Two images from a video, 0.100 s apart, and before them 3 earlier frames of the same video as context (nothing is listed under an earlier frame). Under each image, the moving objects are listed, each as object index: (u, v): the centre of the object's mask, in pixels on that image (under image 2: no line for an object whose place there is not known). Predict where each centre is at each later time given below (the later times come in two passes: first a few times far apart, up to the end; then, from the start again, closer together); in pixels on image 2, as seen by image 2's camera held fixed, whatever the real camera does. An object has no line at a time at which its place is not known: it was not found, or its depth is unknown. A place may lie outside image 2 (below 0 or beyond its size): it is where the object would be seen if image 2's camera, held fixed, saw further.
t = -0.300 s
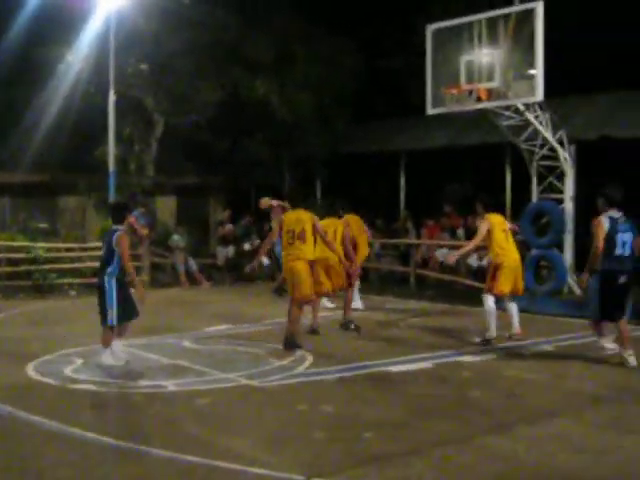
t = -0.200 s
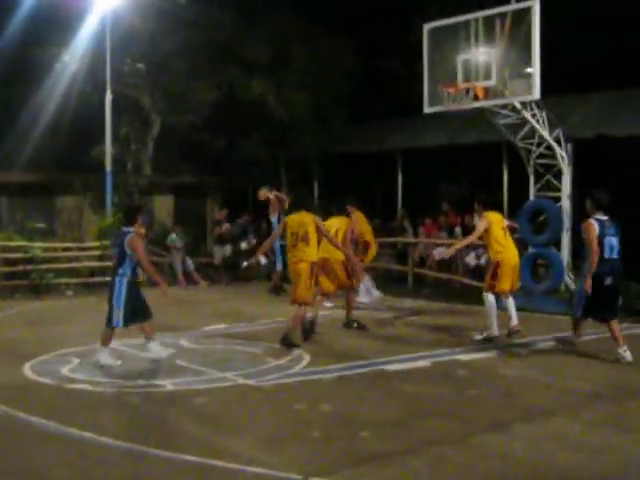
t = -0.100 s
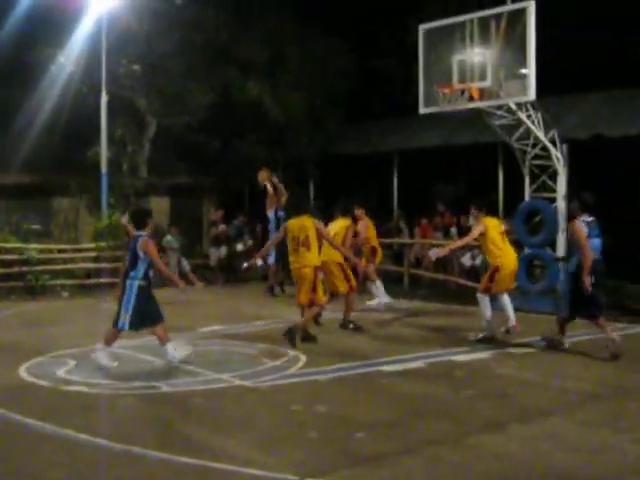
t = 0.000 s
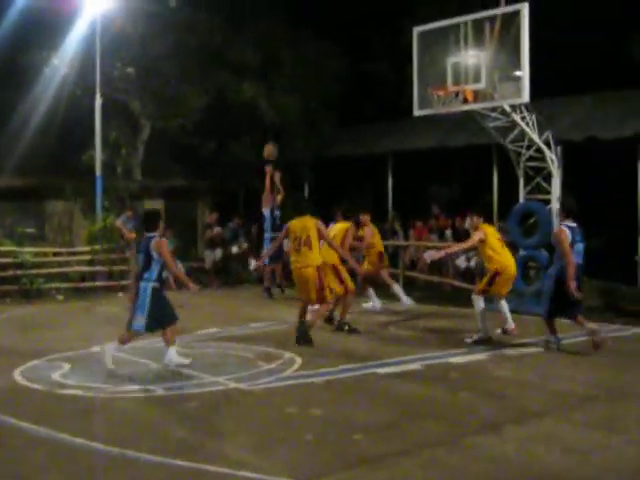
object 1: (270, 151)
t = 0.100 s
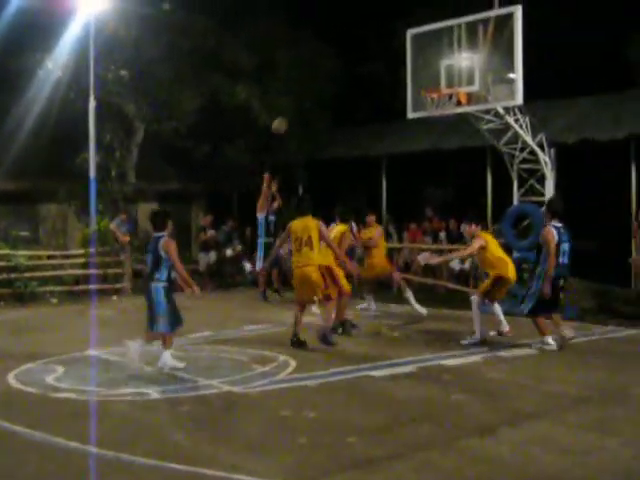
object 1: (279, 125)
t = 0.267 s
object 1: (306, 88)
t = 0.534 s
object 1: (355, 61)
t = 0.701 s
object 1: (389, 66)
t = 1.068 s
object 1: (386, 97)
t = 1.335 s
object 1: (344, 143)
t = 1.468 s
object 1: (326, 181)
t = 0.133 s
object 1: (284, 117)
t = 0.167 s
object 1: (290, 108)
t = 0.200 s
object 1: (295, 102)
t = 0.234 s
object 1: (301, 95)
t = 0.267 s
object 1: (306, 88)
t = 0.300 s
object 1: (312, 83)
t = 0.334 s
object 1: (317, 77)
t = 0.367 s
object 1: (323, 73)
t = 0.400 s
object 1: (329, 69)
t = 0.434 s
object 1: (335, 66)
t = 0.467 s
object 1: (342, 64)
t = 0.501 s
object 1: (348, 62)
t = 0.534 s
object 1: (355, 61)
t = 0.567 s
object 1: (362, 60)
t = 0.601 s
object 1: (368, 61)
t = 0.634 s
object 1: (375, 62)
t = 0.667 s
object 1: (382, 63)
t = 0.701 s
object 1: (389, 66)
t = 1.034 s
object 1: (392, 94)
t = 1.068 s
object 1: (386, 97)
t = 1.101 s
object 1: (380, 100)
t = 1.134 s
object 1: (375, 105)
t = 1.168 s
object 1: (369, 110)
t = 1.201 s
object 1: (364, 115)
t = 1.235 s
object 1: (359, 121)
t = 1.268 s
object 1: (353, 129)
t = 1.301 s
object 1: (349, 136)
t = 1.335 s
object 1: (344, 143)
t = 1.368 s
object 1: (339, 151)
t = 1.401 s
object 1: (335, 162)
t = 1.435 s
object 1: (331, 170)
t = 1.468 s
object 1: (326, 181)
